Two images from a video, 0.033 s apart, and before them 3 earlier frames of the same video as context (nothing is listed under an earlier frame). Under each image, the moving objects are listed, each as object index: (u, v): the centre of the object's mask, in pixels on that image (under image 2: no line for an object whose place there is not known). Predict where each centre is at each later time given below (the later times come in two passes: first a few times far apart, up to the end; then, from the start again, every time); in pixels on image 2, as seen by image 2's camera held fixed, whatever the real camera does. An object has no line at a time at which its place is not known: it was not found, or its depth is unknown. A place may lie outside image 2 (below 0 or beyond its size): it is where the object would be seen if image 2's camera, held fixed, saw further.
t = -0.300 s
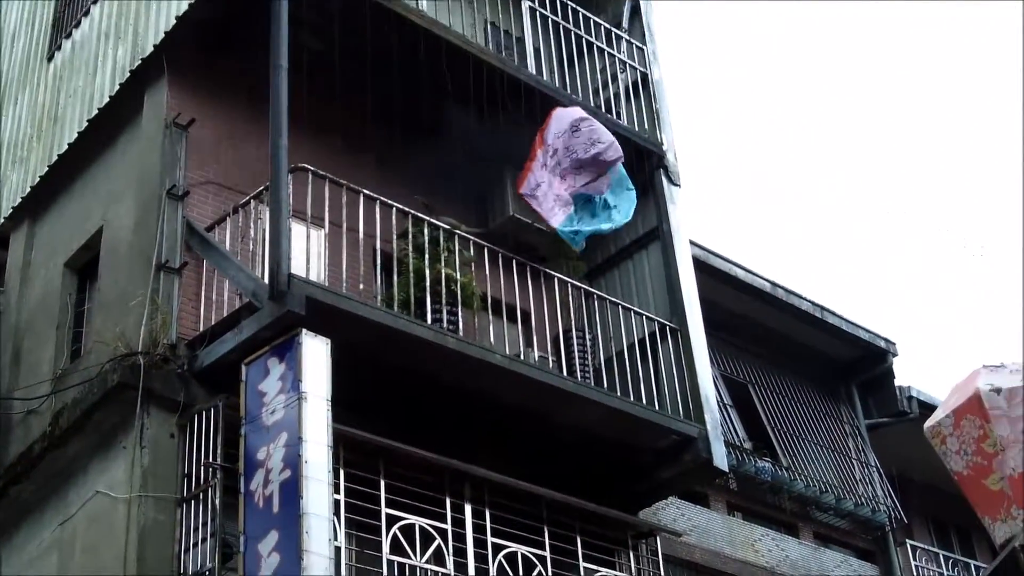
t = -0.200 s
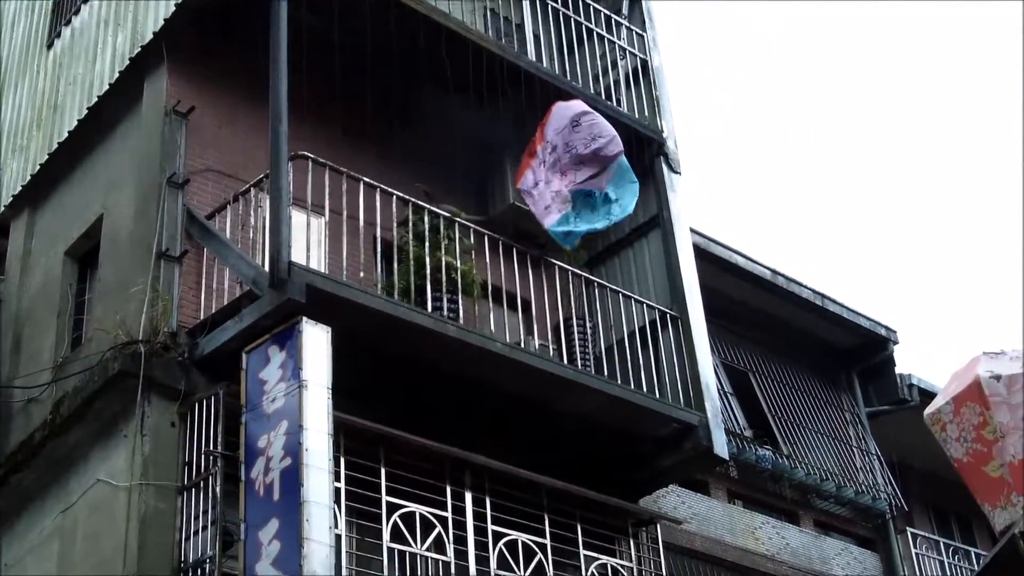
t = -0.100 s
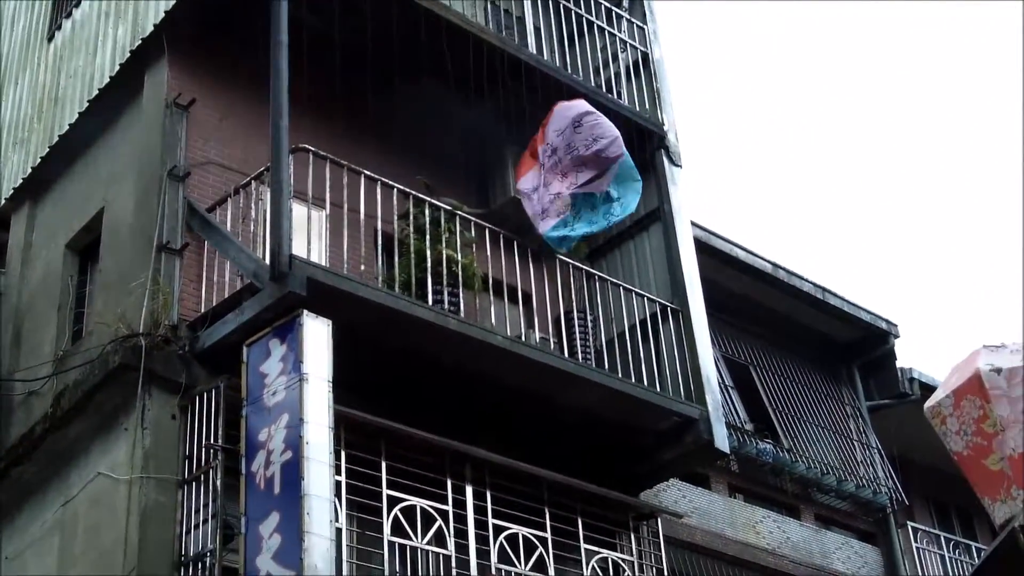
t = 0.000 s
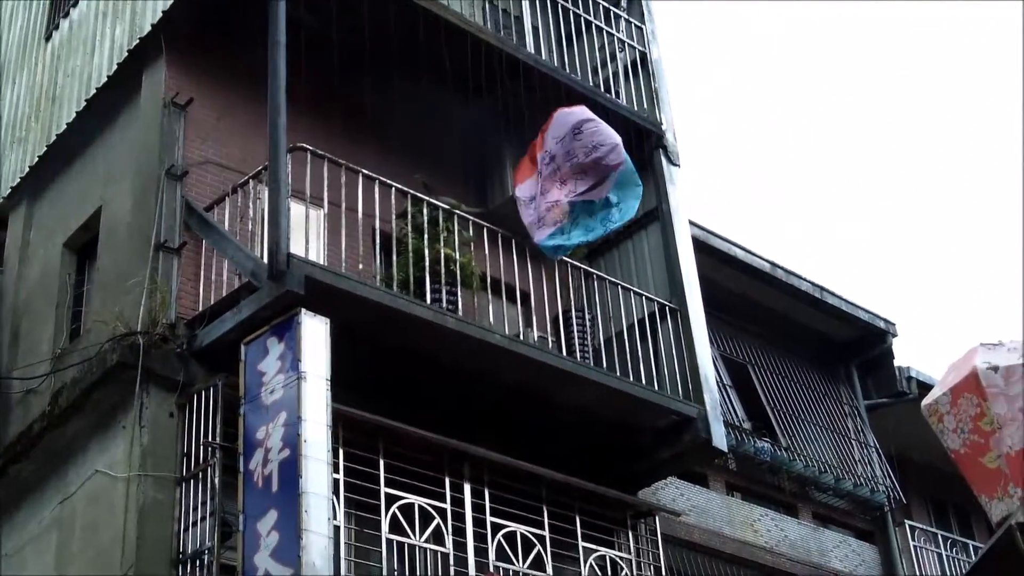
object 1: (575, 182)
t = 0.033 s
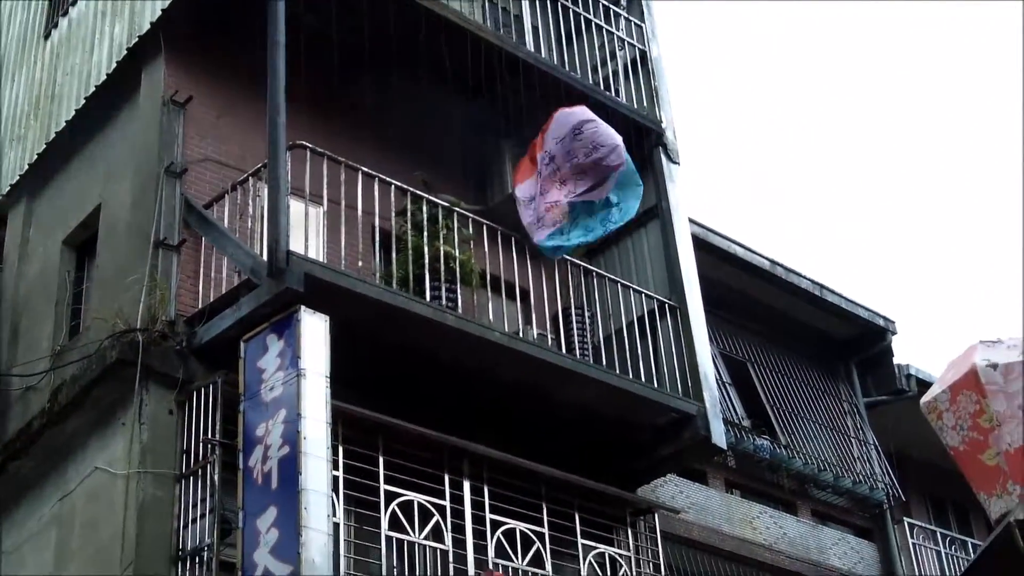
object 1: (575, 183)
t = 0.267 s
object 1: (577, 198)
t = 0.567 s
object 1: (579, 224)
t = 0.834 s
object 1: (583, 251)
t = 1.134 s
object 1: (597, 296)
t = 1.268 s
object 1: (605, 324)
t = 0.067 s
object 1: (576, 185)
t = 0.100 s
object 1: (576, 187)
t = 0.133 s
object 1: (576, 189)
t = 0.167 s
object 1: (577, 192)
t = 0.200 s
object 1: (576, 194)
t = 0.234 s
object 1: (577, 196)
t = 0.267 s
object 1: (577, 198)
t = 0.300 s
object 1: (577, 201)
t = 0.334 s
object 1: (578, 203)
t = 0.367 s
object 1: (578, 206)
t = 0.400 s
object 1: (578, 208)
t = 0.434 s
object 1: (578, 211)
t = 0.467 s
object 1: (578, 214)
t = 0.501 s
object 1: (579, 217)
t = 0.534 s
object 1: (579, 220)
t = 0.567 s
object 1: (579, 224)
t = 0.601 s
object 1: (579, 227)
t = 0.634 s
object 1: (579, 230)
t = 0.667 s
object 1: (580, 234)
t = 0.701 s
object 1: (580, 236)
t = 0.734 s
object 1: (581, 240)
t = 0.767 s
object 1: (581, 244)
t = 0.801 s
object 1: (582, 247)
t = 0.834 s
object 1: (583, 251)
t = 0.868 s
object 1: (584, 256)
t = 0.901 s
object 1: (585, 260)
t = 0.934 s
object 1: (587, 265)
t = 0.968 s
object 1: (588, 269)
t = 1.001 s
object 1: (590, 274)
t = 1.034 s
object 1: (592, 279)
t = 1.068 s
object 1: (594, 285)
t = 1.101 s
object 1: (595, 290)
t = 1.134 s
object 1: (597, 296)
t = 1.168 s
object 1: (599, 303)
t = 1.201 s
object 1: (601, 309)
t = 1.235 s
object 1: (603, 316)
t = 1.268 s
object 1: (605, 324)
